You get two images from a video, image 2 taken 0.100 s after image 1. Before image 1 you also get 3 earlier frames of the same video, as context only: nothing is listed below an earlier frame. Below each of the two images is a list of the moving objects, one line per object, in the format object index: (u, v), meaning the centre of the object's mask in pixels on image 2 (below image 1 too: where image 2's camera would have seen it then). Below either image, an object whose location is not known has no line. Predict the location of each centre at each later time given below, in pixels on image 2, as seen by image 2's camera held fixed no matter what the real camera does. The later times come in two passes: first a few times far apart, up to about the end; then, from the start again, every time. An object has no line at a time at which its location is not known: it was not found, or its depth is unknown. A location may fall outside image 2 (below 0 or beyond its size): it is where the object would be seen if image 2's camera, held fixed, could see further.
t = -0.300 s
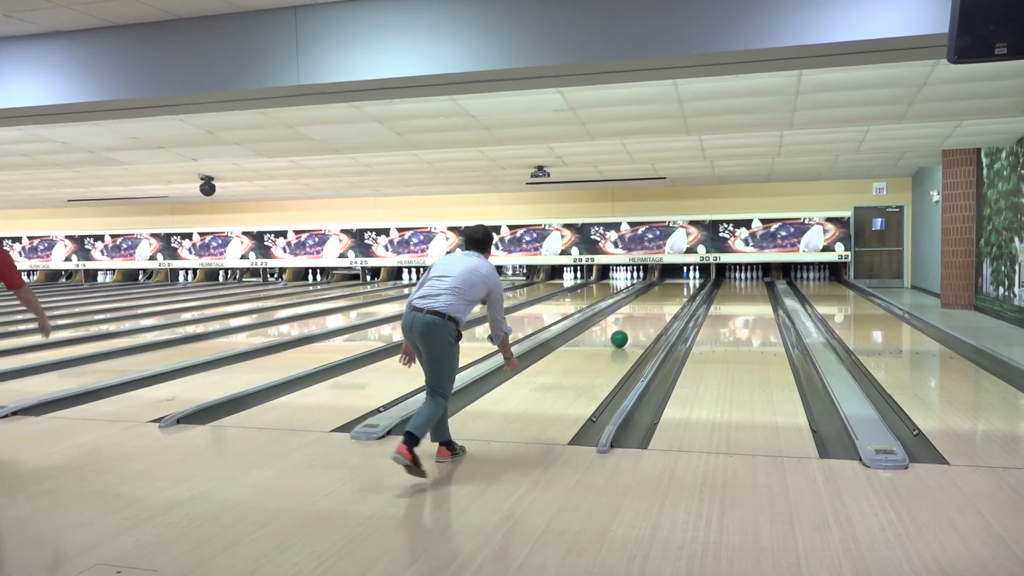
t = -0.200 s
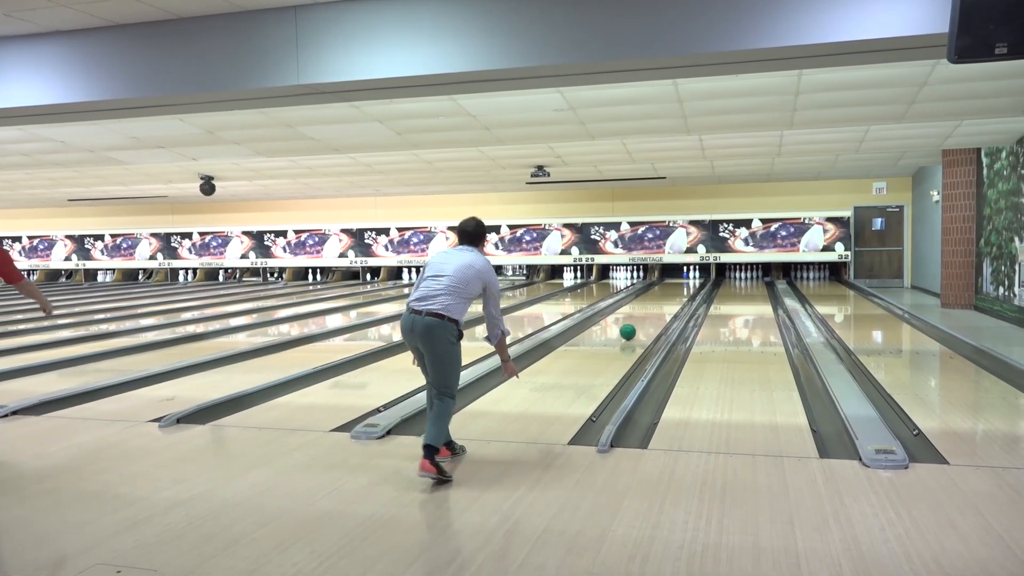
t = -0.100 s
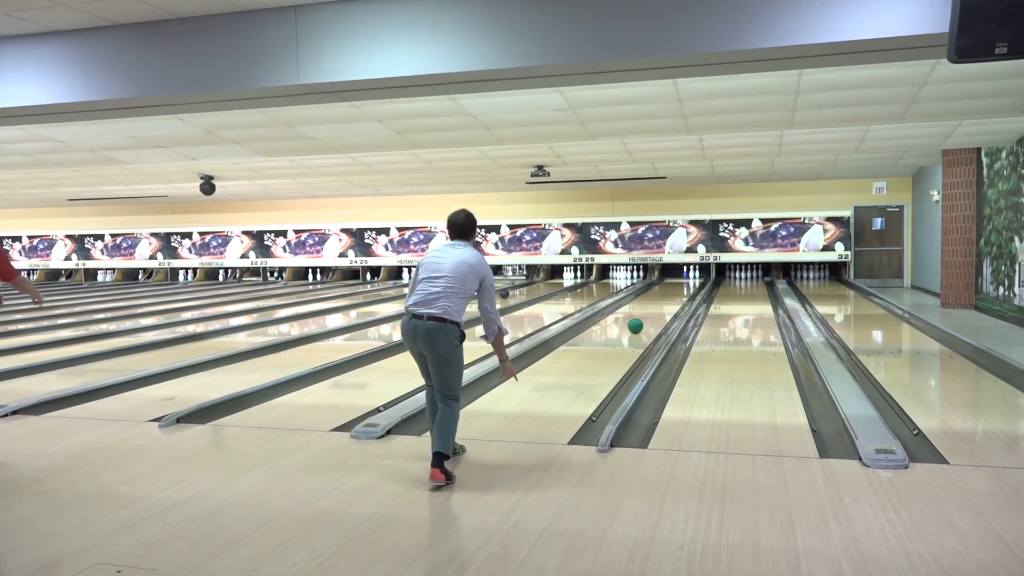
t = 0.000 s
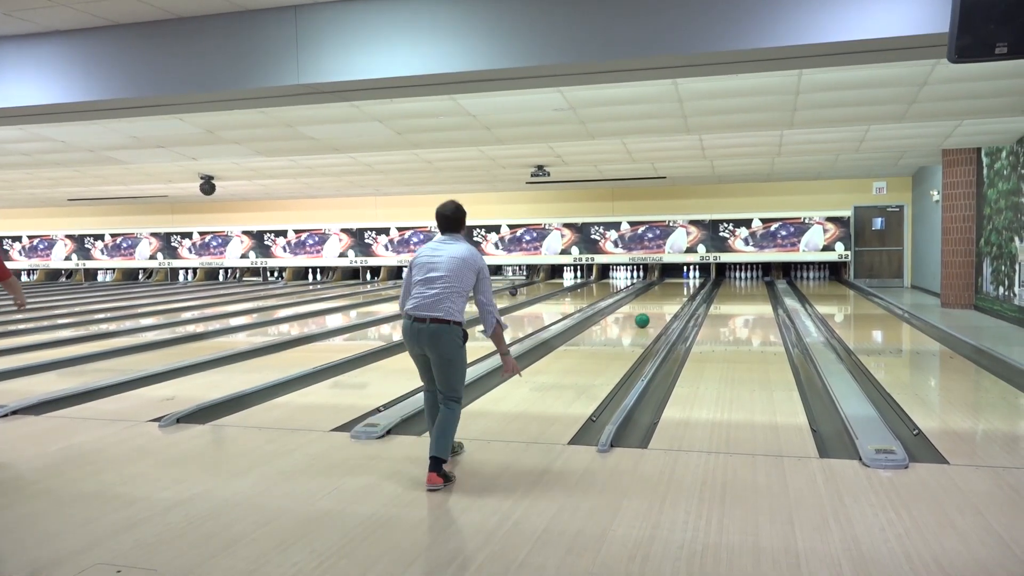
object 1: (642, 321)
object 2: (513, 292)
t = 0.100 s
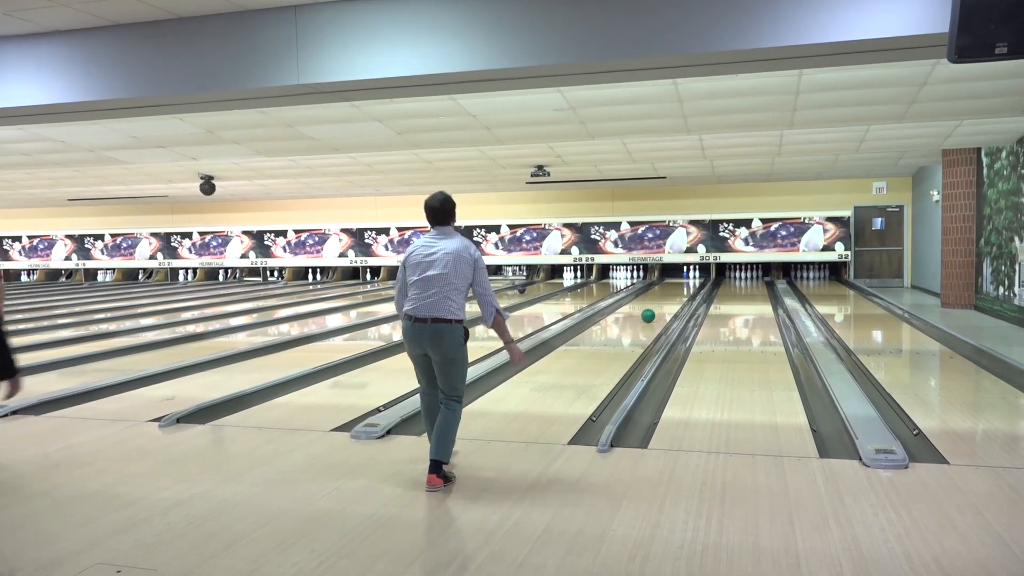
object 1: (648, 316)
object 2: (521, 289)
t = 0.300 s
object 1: (658, 308)
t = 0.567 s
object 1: (669, 299)
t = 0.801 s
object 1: (677, 293)
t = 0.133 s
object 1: (650, 314)
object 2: (524, 288)
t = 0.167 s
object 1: (652, 313)
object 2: (527, 288)
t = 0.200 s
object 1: (653, 311)
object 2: (529, 287)
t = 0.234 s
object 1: (655, 310)
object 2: (531, 286)
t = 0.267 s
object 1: (657, 309)
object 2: (534, 285)
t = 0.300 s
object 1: (658, 308)
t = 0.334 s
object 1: (660, 307)
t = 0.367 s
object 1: (661, 305)
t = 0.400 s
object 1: (662, 304)
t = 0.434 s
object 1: (664, 303)
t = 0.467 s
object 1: (665, 302)
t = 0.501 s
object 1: (667, 301)
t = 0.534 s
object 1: (668, 300)
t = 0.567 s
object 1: (669, 299)
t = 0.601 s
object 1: (670, 298)
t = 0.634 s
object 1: (671, 298)
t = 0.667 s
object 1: (672, 297)
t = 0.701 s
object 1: (674, 296)
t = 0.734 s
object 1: (675, 295)
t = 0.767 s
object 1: (676, 294)
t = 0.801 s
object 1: (677, 293)
